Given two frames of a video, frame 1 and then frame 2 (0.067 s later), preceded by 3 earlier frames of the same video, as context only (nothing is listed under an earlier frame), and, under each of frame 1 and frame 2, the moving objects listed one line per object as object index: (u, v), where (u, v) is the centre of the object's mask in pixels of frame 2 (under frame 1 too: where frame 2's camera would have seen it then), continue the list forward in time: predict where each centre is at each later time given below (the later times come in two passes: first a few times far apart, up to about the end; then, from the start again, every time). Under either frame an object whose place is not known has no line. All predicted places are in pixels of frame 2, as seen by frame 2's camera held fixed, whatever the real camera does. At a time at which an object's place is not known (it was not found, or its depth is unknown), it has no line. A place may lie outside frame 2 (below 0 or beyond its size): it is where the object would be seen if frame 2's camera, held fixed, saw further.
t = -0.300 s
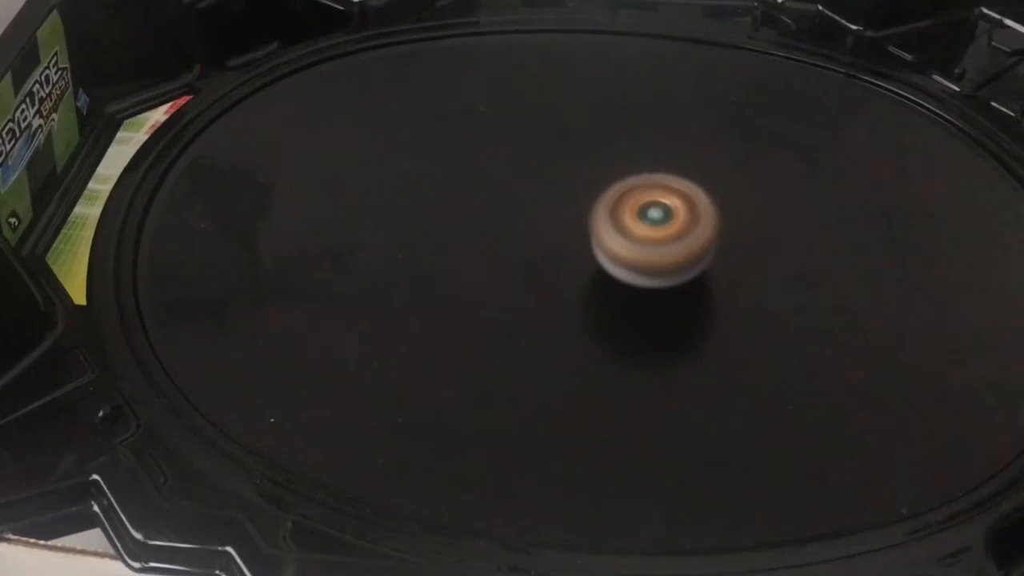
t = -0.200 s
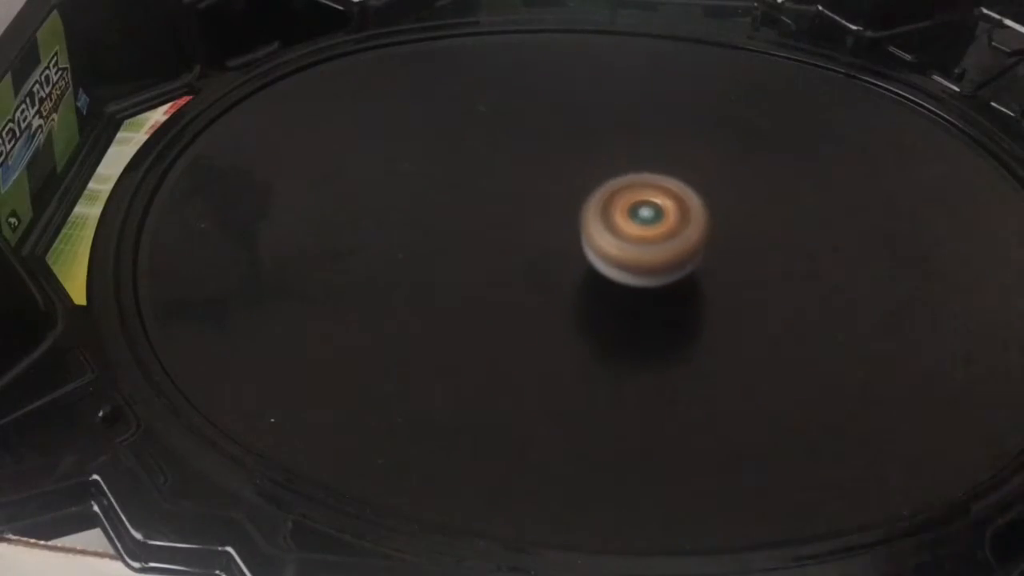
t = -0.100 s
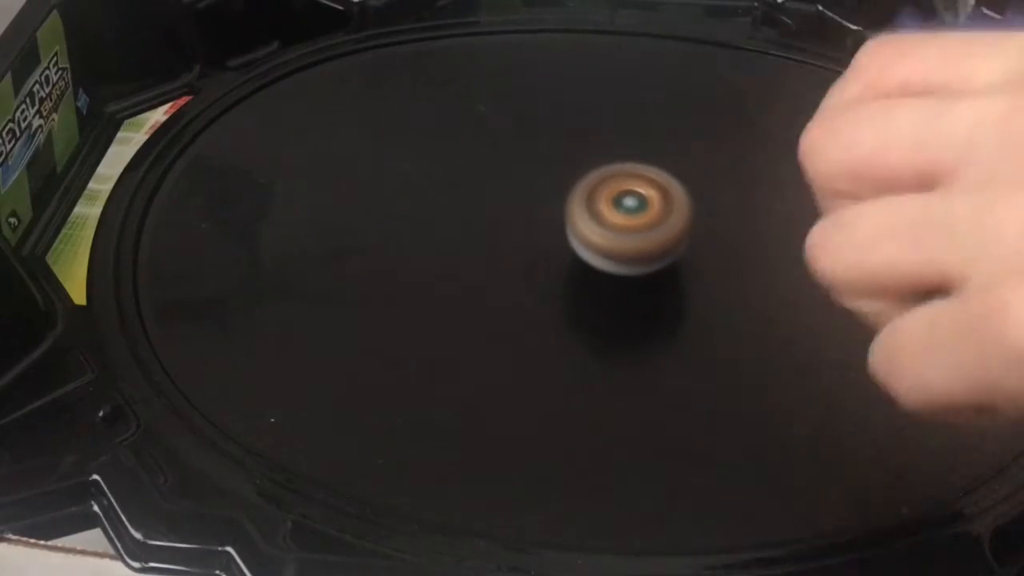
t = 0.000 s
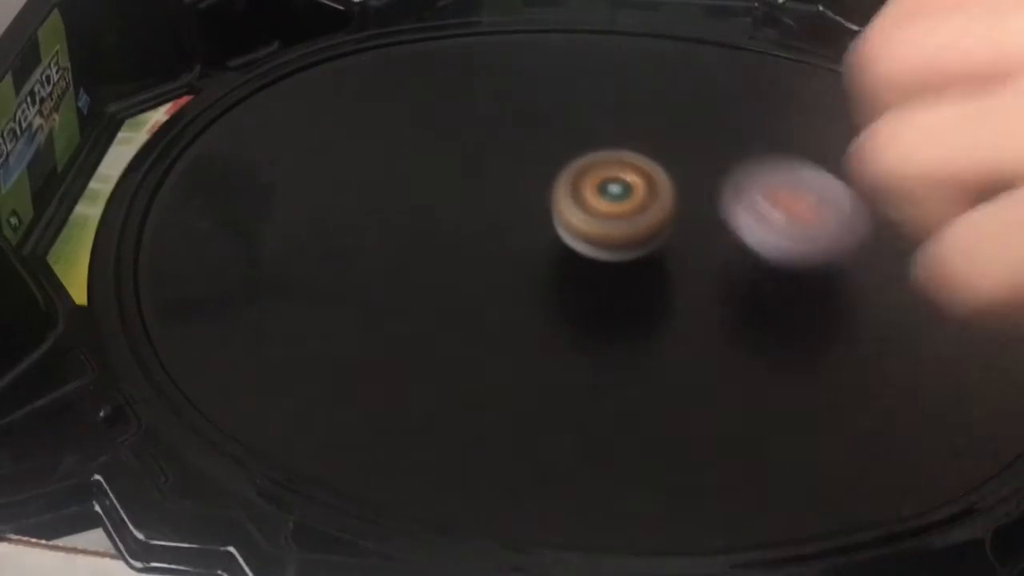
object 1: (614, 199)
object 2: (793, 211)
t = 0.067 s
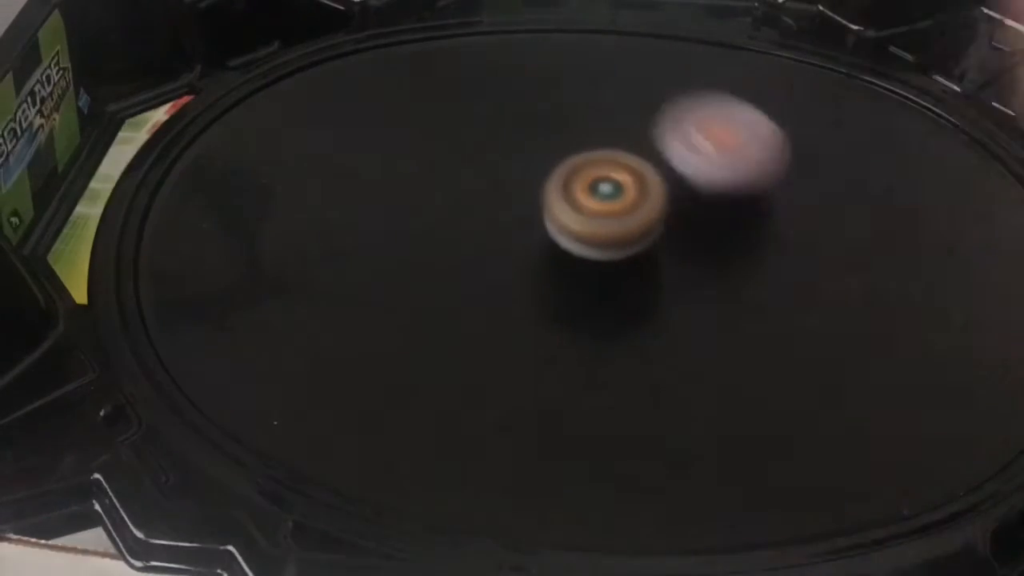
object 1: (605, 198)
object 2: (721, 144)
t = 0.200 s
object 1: (589, 200)
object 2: (579, 73)
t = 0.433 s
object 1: (553, 205)
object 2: (339, 74)
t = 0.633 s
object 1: (539, 208)
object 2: (271, 168)
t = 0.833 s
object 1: (530, 219)
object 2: (393, 284)
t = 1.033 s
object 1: (549, 211)
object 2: (593, 322)
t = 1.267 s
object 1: (545, 230)
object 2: (759, 250)
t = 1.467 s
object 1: (536, 249)
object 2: (756, 187)
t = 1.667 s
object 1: (534, 244)
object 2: (714, 161)
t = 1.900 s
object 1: (545, 248)
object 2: (650, 160)
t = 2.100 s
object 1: (528, 277)
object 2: (628, 148)
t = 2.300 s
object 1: (496, 264)
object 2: (590, 148)
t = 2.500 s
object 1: (500, 249)
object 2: (567, 153)
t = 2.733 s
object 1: (497, 269)
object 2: (574, 160)
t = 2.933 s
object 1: (509, 273)
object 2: (584, 178)
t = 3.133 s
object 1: (518, 288)
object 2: (639, 182)
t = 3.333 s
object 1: (534, 287)
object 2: (677, 164)
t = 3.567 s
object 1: (568, 267)
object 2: (687, 163)
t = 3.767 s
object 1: (604, 268)
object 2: (713, 174)
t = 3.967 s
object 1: (575, 275)
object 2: (759, 163)
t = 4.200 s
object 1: (562, 259)
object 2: (744, 185)
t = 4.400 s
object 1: (577, 246)
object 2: (717, 226)
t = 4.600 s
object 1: (527, 236)
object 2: (758, 253)
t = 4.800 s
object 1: (507, 210)
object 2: (761, 263)
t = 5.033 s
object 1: (526, 190)
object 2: (725, 274)
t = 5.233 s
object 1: (561, 197)
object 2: (670, 282)
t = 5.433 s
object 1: (564, 176)
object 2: (636, 326)
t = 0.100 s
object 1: (601, 198)
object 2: (686, 117)
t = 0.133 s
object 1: (596, 198)
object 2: (651, 98)
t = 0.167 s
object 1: (592, 199)
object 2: (615, 84)
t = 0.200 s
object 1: (589, 200)
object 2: (579, 73)
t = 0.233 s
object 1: (584, 201)
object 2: (542, 65)
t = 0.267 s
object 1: (579, 203)
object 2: (504, 59)
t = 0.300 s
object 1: (574, 203)
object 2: (467, 57)
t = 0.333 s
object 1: (568, 204)
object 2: (431, 58)
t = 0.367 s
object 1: (562, 205)
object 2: (397, 61)
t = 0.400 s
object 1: (557, 205)
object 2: (367, 66)
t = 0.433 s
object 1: (553, 205)
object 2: (339, 74)
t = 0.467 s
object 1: (549, 206)
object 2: (317, 86)
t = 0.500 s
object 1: (546, 205)
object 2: (299, 99)
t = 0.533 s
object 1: (543, 206)
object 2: (286, 114)
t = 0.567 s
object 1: (542, 206)
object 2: (277, 131)
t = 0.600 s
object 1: (540, 207)
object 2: (271, 149)
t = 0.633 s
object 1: (539, 208)
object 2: (271, 168)
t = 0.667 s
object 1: (538, 209)
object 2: (276, 190)
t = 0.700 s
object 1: (537, 210)
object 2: (287, 213)
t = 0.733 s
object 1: (535, 212)
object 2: (305, 234)
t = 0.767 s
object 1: (533, 214)
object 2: (329, 254)
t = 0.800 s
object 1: (532, 216)
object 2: (359, 271)
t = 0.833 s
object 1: (530, 219)
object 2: (393, 284)
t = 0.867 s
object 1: (528, 222)
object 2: (429, 293)
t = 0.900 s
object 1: (530, 219)
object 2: (461, 303)
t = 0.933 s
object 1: (535, 215)
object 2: (489, 315)
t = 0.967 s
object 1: (540, 212)
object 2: (521, 321)
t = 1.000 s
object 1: (546, 211)
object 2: (557, 323)
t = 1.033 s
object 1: (549, 211)
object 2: (593, 322)
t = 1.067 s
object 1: (552, 213)
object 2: (626, 318)
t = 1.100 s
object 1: (553, 215)
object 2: (658, 311)
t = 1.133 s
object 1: (552, 217)
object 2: (685, 302)
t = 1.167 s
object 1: (551, 220)
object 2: (710, 291)
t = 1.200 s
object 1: (549, 223)
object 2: (731, 278)
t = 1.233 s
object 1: (547, 227)
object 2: (747, 265)
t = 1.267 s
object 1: (545, 230)
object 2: (759, 250)
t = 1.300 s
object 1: (543, 233)
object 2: (766, 236)
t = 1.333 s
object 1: (541, 237)
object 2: (768, 223)
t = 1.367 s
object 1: (539, 240)
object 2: (767, 212)
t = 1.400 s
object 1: (537, 244)
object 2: (764, 203)
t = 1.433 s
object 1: (536, 247)
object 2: (761, 195)
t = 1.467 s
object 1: (536, 249)
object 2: (756, 187)
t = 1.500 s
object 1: (535, 249)
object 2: (750, 181)
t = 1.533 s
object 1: (534, 249)
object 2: (744, 176)
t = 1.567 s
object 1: (534, 248)
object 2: (737, 171)
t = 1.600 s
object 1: (534, 246)
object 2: (729, 167)
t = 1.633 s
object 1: (534, 245)
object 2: (722, 164)
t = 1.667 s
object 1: (534, 244)
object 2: (714, 161)
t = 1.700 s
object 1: (534, 243)
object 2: (705, 159)
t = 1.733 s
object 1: (535, 243)
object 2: (696, 158)
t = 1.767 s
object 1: (537, 243)
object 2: (688, 157)
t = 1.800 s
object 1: (538, 244)
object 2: (679, 157)
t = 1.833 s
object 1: (540, 245)
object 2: (670, 157)
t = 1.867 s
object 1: (542, 246)
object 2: (660, 159)
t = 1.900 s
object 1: (545, 248)
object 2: (650, 160)
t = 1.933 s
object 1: (546, 250)
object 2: (641, 163)
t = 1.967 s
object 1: (549, 251)
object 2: (631, 167)
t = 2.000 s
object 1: (551, 253)
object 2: (623, 171)
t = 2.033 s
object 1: (548, 262)
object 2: (622, 167)
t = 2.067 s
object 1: (538, 271)
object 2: (629, 155)
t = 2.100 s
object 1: (528, 277)
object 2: (628, 148)
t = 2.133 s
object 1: (520, 279)
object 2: (621, 146)
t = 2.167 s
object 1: (513, 278)
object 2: (614, 145)
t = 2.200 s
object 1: (507, 276)
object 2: (608, 145)
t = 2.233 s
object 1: (502, 272)
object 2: (601, 146)
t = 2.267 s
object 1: (498, 268)
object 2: (596, 147)
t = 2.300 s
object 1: (496, 264)
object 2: (590, 148)
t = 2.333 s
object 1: (496, 259)
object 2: (583, 150)
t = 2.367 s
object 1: (496, 253)
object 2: (577, 152)
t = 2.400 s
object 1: (498, 248)
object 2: (571, 155)
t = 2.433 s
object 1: (500, 244)
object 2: (566, 159)
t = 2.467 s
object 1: (501, 245)
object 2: (565, 156)
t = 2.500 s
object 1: (500, 249)
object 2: (567, 153)
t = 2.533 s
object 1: (500, 250)
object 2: (567, 155)
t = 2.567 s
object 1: (500, 250)
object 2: (565, 159)
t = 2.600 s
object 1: (502, 250)
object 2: (562, 162)
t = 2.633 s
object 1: (503, 252)
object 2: (561, 165)
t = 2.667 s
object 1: (499, 260)
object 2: (570, 160)
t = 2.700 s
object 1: (498, 266)
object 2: (573, 159)
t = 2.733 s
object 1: (497, 269)
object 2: (574, 160)
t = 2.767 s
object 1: (498, 271)
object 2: (574, 161)
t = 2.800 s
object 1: (499, 272)
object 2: (575, 163)
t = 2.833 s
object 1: (501, 273)
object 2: (577, 166)
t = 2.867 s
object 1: (503, 273)
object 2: (578, 170)
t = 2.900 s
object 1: (505, 273)
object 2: (581, 174)
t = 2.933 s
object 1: (509, 273)
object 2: (584, 178)
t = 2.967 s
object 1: (512, 274)
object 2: (587, 183)
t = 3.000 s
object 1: (516, 273)
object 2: (591, 188)
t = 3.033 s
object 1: (521, 273)
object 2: (596, 192)
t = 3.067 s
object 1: (525, 274)
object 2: (602, 196)
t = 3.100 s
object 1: (521, 282)
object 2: (621, 188)
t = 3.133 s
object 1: (518, 288)
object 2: (639, 182)
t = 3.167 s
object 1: (519, 290)
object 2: (649, 179)
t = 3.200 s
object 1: (521, 291)
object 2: (658, 176)
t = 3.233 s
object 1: (524, 291)
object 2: (665, 173)
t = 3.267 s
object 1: (527, 290)
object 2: (670, 169)
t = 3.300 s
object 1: (530, 289)
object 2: (674, 166)
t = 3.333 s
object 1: (534, 287)
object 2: (677, 164)
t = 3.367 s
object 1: (538, 285)
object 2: (679, 162)
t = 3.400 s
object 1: (542, 283)
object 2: (681, 161)
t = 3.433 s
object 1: (546, 280)
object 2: (683, 160)
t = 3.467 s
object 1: (551, 277)
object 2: (684, 160)
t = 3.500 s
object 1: (556, 274)
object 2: (685, 160)
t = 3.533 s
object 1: (562, 271)
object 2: (686, 161)
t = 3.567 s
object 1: (568, 267)
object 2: (687, 163)
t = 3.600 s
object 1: (576, 265)
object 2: (687, 166)
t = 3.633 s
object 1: (584, 262)
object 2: (688, 170)
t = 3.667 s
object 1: (593, 261)
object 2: (688, 174)
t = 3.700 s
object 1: (603, 259)
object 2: (688, 179)
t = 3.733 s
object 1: (612, 259)
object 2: (691, 183)
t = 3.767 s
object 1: (604, 268)
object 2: (713, 174)
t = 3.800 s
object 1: (595, 275)
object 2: (736, 167)
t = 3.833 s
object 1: (589, 277)
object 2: (748, 166)
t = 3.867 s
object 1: (586, 277)
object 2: (753, 165)
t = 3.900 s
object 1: (582, 277)
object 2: (756, 164)
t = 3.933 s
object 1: (579, 276)
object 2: (758, 164)
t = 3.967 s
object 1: (575, 275)
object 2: (759, 163)
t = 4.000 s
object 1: (572, 273)
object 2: (760, 164)
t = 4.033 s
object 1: (568, 271)
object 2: (759, 165)
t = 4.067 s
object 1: (565, 269)
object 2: (758, 168)
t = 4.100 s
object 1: (563, 266)
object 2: (755, 171)
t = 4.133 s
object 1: (561, 264)
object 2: (752, 175)
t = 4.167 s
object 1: (561, 261)
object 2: (748, 179)
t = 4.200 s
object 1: (562, 259)
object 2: (744, 185)
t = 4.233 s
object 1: (565, 257)
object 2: (740, 190)
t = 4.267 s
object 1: (567, 255)
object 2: (735, 197)
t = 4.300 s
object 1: (570, 253)
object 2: (731, 204)
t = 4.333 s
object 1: (572, 251)
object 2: (726, 211)
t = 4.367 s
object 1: (575, 249)
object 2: (722, 218)
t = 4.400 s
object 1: (577, 246)
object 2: (717, 226)
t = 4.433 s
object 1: (578, 244)
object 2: (714, 233)
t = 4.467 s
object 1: (561, 243)
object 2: (730, 238)
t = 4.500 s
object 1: (549, 241)
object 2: (743, 243)
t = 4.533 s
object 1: (540, 239)
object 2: (749, 247)
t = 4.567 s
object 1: (533, 238)
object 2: (754, 250)
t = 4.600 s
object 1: (527, 236)
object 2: (758, 253)
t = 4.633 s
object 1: (520, 233)
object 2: (761, 255)
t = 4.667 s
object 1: (516, 229)
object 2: (762, 257)
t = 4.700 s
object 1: (512, 224)
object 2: (763, 258)
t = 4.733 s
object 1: (510, 219)
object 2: (764, 260)
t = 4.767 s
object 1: (508, 215)
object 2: (763, 261)
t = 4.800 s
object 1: (507, 210)
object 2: (761, 263)
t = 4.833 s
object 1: (507, 206)
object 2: (758, 264)
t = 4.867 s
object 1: (508, 202)
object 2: (755, 266)
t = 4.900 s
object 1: (511, 199)
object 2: (751, 268)
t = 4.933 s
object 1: (513, 196)
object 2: (746, 269)
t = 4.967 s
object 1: (517, 194)
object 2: (740, 271)
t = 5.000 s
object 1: (521, 191)
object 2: (733, 273)
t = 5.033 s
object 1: (526, 190)
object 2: (725, 274)
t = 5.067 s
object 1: (531, 190)
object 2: (717, 276)
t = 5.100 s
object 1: (537, 190)
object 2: (709, 277)
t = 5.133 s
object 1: (543, 191)
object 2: (700, 279)
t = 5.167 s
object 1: (549, 193)
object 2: (690, 280)
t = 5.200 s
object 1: (555, 194)
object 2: (680, 281)
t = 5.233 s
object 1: (561, 197)
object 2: (670, 282)
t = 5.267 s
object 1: (567, 200)
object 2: (659, 283)
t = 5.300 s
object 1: (570, 203)
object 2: (650, 283)
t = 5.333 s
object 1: (571, 199)
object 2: (644, 292)
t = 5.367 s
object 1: (565, 187)
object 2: (642, 310)
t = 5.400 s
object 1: (563, 180)
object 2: (638, 320)
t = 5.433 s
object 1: (564, 176)
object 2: (636, 326)
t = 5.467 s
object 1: (567, 174)
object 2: (636, 331)
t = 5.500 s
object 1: (571, 173)
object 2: (636, 335)
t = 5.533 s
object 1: (576, 174)
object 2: (637, 338)
